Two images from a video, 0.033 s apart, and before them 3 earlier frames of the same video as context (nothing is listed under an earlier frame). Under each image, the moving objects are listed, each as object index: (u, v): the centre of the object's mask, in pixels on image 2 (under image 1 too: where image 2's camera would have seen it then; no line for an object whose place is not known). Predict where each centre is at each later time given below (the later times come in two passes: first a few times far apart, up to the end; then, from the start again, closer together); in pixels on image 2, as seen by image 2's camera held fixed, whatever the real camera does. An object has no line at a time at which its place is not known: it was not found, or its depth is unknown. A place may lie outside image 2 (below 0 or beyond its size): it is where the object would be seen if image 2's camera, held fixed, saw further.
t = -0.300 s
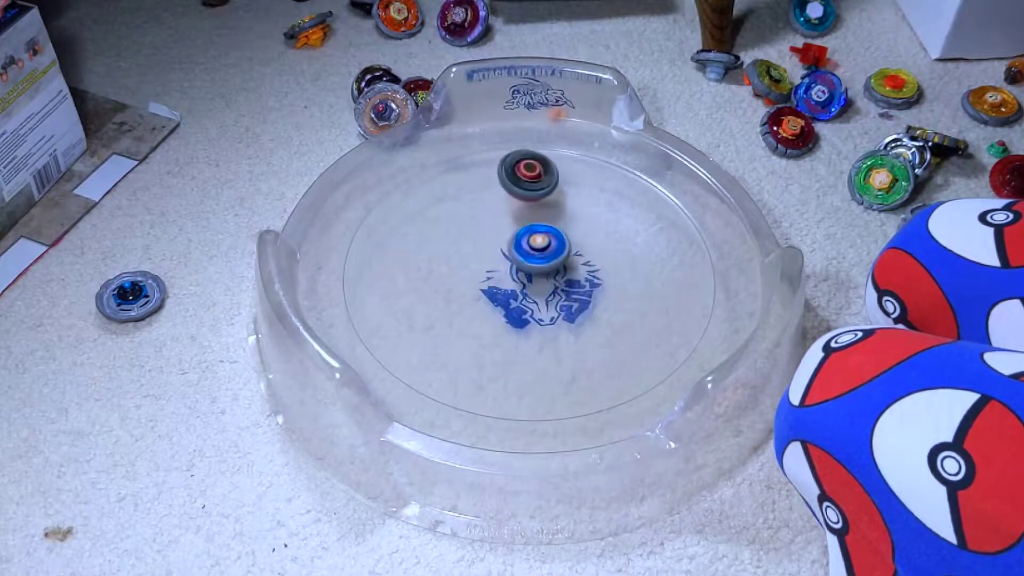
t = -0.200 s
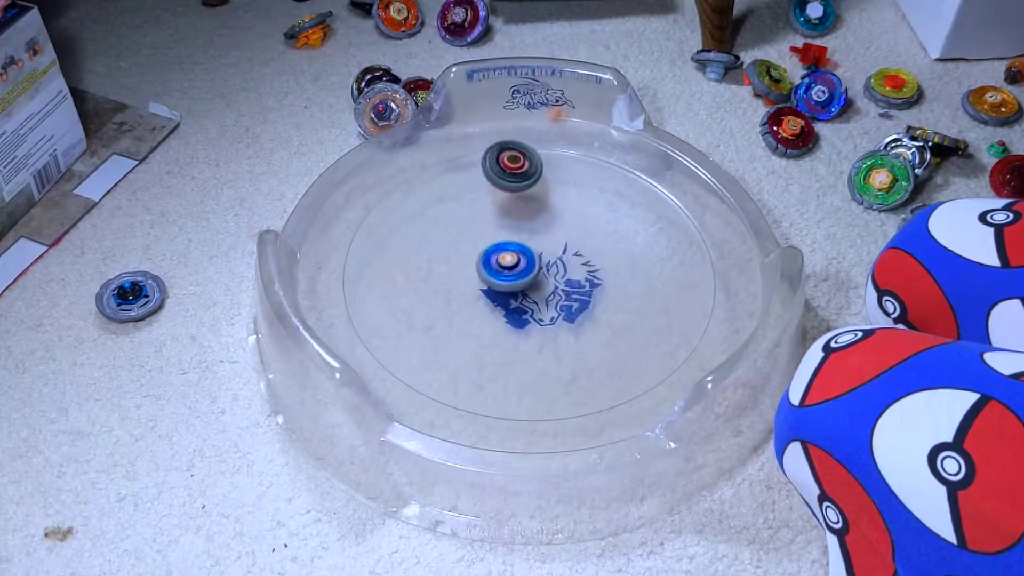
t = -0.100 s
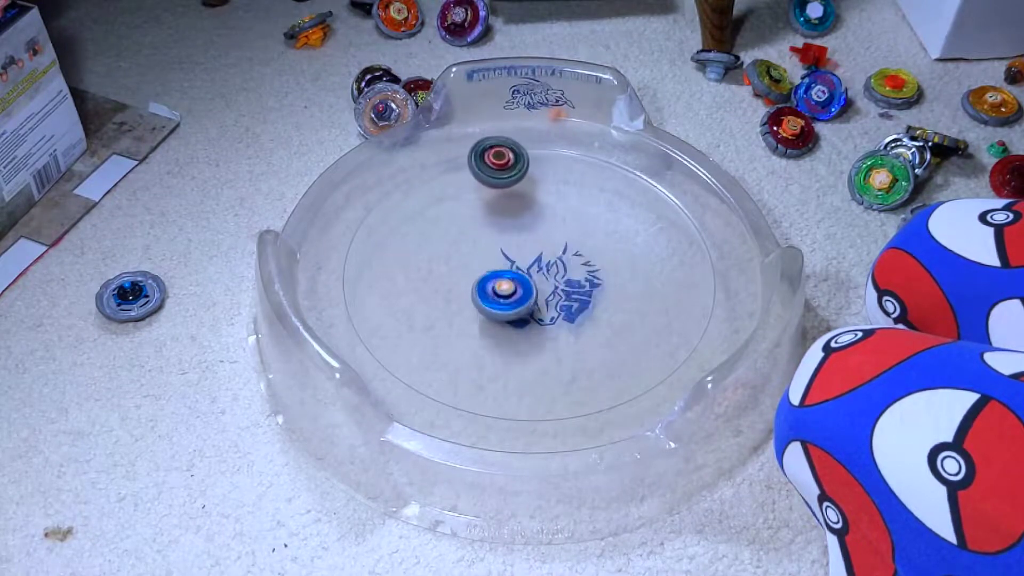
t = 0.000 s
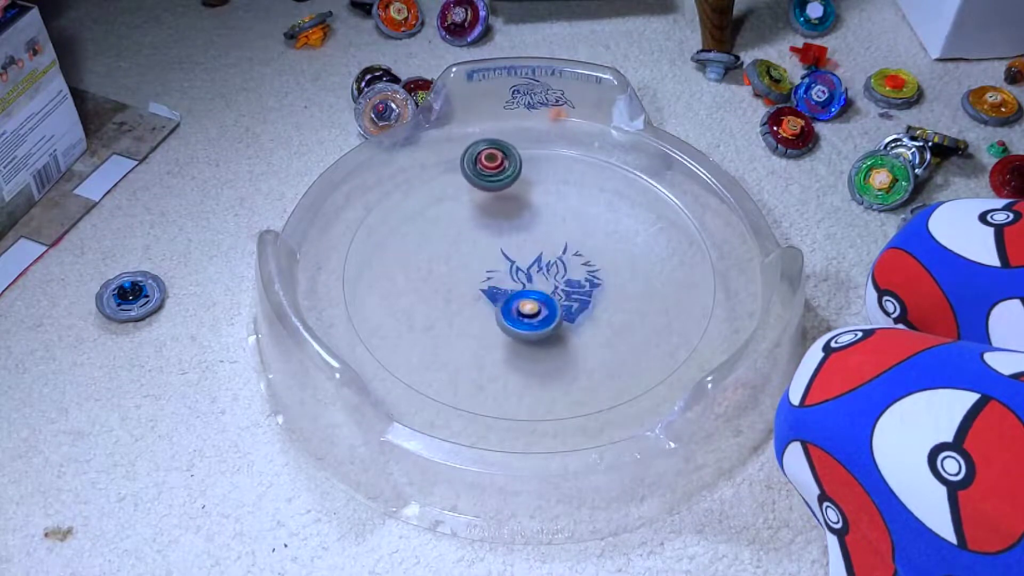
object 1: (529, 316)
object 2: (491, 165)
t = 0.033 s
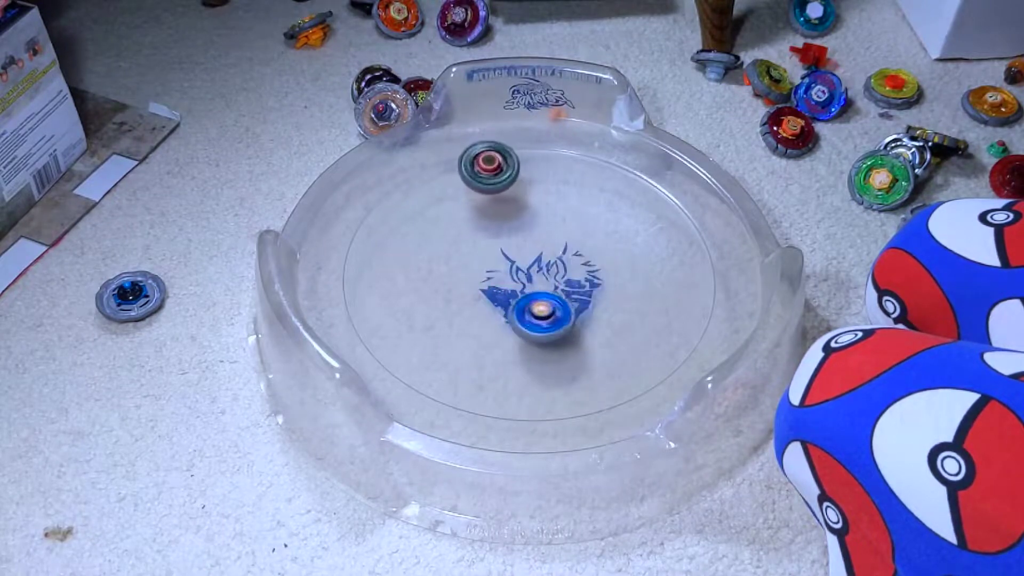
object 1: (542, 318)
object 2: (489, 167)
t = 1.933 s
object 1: (498, 242)
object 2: (637, 300)
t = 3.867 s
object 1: (497, 280)
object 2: (434, 295)
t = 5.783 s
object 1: (522, 296)
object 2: (551, 227)
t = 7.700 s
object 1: (546, 267)
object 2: (504, 330)
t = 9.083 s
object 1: (518, 271)
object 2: (596, 318)
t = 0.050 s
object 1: (548, 318)
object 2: (488, 169)
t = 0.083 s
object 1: (561, 314)
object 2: (486, 172)
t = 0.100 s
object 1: (566, 311)
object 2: (485, 174)
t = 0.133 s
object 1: (575, 305)
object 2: (483, 179)
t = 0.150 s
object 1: (578, 300)
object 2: (482, 182)
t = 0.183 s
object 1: (579, 291)
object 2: (481, 188)
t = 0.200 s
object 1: (579, 286)
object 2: (480, 191)
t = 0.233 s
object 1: (576, 276)
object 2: (480, 198)
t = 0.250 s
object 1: (573, 272)
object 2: (480, 201)
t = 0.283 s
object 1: (563, 264)
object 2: (480, 208)
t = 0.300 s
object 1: (558, 261)
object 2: (480, 211)
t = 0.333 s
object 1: (547, 256)
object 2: (481, 219)
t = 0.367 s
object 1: (535, 254)
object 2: (480, 225)
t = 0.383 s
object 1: (534, 255)
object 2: (473, 221)
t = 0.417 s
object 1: (530, 258)
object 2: (459, 220)
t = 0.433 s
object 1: (526, 259)
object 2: (454, 220)
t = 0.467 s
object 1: (515, 262)
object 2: (446, 222)
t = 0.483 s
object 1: (509, 264)
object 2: (443, 224)
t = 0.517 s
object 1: (499, 269)
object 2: (439, 230)
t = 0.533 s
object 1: (495, 272)
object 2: (438, 233)
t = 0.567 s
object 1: (490, 281)
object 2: (434, 239)
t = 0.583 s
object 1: (488, 284)
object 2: (433, 242)
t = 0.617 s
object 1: (487, 293)
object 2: (431, 247)
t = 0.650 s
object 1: (490, 301)
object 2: (430, 253)
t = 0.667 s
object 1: (494, 305)
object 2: (430, 256)
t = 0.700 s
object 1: (503, 311)
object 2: (430, 262)
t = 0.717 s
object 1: (509, 313)
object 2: (430, 265)
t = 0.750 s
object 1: (520, 314)
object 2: (431, 271)
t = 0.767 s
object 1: (525, 313)
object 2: (431, 274)
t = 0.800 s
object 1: (536, 310)
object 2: (433, 279)
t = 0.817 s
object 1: (541, 307)
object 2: (434, 282)
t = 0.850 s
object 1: (549, 300)
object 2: (437, 287)
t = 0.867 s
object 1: (552, 296)
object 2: (438, 290)
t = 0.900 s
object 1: (555, 287)
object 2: (442, 295)
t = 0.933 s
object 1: (554, 277)
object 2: (446, 300)
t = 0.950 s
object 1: (553, 272)
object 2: (448, 302)
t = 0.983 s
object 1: (548, 264)
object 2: (453, 307)
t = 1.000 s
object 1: (545, 260)
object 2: (455, 309)
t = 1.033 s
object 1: (536, 253)
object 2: (461, 313)
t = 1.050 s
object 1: (531, 250)
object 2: (464, 315)
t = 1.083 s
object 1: (520, 246)
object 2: (470, 318)
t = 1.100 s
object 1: (514, 245)
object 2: (473, 320)
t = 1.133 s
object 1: (502, 244)
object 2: (480, 323)
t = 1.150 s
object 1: (496, 245)
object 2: (484, 324)
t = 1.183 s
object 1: (486, 249)
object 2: (491, 326)
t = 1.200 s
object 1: (482, 251)
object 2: (495, 327)
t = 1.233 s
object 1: (475, 258)
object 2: (503, 328)
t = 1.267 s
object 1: (473, 265)
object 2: (511, 329)
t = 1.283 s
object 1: (473, 270)
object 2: (515, 329)
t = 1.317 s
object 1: (477, 279)
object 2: (522, 329)
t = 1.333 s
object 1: (480, 282)
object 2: (526, 329)
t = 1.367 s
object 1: (489, 288)
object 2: (533, 329)
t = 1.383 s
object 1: (494, 290)
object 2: (537, 329)
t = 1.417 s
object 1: (505, 291)
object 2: (547, 329)
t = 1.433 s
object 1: (510, 291)
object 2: (553, 333)
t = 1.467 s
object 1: (521, 290)
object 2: (565, 333)
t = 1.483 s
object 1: (527, 289)
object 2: (569, 333)
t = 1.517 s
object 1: (538, 284)
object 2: (578, 332)
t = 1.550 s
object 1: (548, 279)
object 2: (586, 331)
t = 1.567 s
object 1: (552, 274)
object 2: (590, 330)
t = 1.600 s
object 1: (557, 265)
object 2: (597, 329)
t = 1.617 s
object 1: (559, 260)
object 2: (600, 328)
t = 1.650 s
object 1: (559, 252)
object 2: (607, 326)
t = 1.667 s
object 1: (558, 247)
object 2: (610, 326)
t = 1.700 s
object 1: (556, 238)
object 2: (616, 323)
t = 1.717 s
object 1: (553, 235)
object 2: (618, 322)
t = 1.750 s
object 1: (546, 229)
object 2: (623, 319)
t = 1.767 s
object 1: (542, 226)
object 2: (625, 318)
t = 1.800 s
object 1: (532, 225)
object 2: (629, 315)
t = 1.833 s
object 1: (521, 225)
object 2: (632, 311)
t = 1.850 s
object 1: (516, 226)
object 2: (633, 309)
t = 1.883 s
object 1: (507, 231)
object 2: (635, 306)
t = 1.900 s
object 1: (503, 234)
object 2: (636, 304)
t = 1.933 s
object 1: (498, 242)
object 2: (637, 300)
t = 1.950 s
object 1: (497, 246)
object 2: (636, 298)
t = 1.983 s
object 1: (497, 257)
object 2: (636, 293)
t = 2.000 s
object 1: (498, 261)
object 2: (635, 291)
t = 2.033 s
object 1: (505, 270)
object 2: (633, 287)
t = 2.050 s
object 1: (509, 274)
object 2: (632, 285)
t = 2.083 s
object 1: (520, 281)
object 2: (629, 281)
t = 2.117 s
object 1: (532, 285)
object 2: (625, 277)
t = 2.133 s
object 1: (539, 286)
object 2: (623, 275)
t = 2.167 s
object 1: (552, 287)
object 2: (619, 271)
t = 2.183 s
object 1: (556, 287)
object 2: (619, 268)
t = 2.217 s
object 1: (555, 285)
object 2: (640, 258)
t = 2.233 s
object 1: (555, 283)
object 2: (649, 257)
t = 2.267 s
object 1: (557, 278)
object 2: (662, 249)
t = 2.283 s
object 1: (558, 276)
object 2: (666, 246)
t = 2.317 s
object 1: (561, 270)
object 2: (669, 238)
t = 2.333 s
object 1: (563, 267)
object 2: (669, 235)
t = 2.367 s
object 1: (562, 261)
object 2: (670, 229)
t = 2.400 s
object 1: (559, 256)
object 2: (669, 225)
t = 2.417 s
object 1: (556, 254)
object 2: (669, 222)
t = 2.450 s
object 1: (548, 251)
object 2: (668, 218)
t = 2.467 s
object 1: (544, 250)
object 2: (668, 216)
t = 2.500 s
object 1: (535, 250)
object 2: (666, 212)
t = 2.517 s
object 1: (531, 252)
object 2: (665, 210)
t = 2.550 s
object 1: (525, 255)
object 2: (663, 207)
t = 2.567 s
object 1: (522, 257)
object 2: (662, 205)
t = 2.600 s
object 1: (517, 263)
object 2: (659, 203)
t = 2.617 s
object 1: (516, 266)
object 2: (657, 201)
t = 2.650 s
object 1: (516, 273)
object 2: (653, 199)
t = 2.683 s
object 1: (519, 280)
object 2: (648, 198)
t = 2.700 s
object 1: (522, 283)
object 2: (646, 197)
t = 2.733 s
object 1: (530, 288)
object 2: (640, 196)
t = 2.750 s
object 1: (535, 289)
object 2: (637, 196)
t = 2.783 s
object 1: (544, 291)
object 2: (630, 195)
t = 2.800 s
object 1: (549, 291)
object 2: (627, 196)
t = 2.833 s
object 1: (557, 288)
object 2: (620, 196)
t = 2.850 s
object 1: (560, 286)
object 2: (616, 196)
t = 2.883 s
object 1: (564, 281)
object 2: (609, 197)
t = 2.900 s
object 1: (566, 278)
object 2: (604, 197)
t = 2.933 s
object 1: (567, 272)
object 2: (596, 198)
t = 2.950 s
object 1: (565, 269)
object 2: (592, 199)
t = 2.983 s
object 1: (561, 263)
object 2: (582, 201)
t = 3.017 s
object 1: (554, 260)
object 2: (572, 203)
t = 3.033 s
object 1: (550, 259)
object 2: (567, 204)
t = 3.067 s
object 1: (543, 258)
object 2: (556, 207)
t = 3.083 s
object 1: (538, 258)
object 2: (550, 208)
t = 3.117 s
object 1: (528, 262)
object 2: (539, 211)
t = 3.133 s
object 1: (525, 264)
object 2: (533, 213)
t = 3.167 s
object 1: (518, 269)
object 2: (521, 217)
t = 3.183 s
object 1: (516, 273)
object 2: (516, 219)
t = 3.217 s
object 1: (514, 280)
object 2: (504, 223)
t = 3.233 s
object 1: (515, 283)
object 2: (499, 225)
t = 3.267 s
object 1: (517, 291)
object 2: (488, 230)
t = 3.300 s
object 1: (522, 297)
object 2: (479, 234)
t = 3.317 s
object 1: (526, 299)
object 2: (474, 237)
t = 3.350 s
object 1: (534, 302)
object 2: (466, 242)
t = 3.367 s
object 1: (538, 303)
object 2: (462, 244)
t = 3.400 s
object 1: (546, 302)
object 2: (455, 248)
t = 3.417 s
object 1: (550, 301)
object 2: (451, 250)
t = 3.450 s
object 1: (556, 298)
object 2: (446, 255)
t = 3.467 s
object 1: (560, 295)
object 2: (443, 257)
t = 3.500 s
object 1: (562, 290)
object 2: (439, 261)
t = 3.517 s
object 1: (563, 286)
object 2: (438, 262)
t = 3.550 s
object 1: (562, 279)
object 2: (434, 266)
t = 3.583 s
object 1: (557, 273)
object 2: (432, 269)
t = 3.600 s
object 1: (554, 270)
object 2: (431, 271)
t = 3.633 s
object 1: (546, 265)
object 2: (429, 274)
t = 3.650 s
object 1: (542, 264)
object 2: (428, 276)
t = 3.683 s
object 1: (532, 262)
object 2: (426, 279)
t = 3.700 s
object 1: (527, 261)
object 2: (426, 280)
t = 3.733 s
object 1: (518, 262)
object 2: (426, 284)
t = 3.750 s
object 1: (513, 263)
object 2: (427, 285)
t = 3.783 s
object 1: (504, 265)
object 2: (428, 288)
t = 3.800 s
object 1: (501, 268)
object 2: (429, 289)
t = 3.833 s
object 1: (498, 274)
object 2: (431, 293)
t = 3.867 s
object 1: (497, 280)
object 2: (434, 295)
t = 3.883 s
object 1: (498, 283)
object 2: (436, 296)
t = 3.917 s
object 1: (504, 287)
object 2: (431, 300)
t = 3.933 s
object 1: (509, 289)
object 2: (430, 301)
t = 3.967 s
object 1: (516, 292)
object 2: (432, 304)
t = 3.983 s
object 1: (520, 292)
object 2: (434, 305)
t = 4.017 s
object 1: (530, 292)
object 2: (437, 308)
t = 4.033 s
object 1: (535, 291)
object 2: (439, 309)
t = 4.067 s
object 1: (544, 287)
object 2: (444, 311)
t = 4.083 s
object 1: (548, 284)
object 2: (446, 312)
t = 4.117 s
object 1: (552, 278)
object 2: (452, 313)
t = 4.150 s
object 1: (554, 270)
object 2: (458, 314)
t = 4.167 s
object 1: (554, 267)
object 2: (461, 315)
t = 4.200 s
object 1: (552, 260)
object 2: (467, 316)
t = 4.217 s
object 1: (550, 257)
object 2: (470, 316)
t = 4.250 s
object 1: (545, 252)
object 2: (477, 317)
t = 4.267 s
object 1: (540, 249)
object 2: (480, 317)
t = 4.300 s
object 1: (532, 246)
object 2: (487, 316)
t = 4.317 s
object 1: (528, 246)
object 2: (491, 315)
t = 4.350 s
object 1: (519, 247)
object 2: (499, 315)
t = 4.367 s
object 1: (515, 248)
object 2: (504, 315)
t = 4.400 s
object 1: (508, 252)
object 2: (511, 314)
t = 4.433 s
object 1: (502, 256)
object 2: (519, 313)
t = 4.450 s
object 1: (500, 259)
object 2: (522, 312)
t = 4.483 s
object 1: (499, 265)
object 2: (531, 311)
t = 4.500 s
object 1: (500, 270)
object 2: (535, 310)
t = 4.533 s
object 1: (504, 272)
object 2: (547, 314)
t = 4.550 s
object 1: (505, 273)
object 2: (555, 317)
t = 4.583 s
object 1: (510, 275)
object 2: (574, 319)
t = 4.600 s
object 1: (513, 275)
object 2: (584, 319)
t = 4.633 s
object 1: (520, 277)
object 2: (602, 317)
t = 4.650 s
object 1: (523, 277)
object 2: (610, 316)
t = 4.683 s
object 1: (530, 275)
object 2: (623, 312)
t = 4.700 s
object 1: (534, 274)
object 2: (629, 311)
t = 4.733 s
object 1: (539, 271)
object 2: (638, 308)
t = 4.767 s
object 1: (543, 267)
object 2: (646, 306)
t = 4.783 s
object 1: (545, 266)
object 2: (650, 304)
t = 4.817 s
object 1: (547, 261)
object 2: (655, 301)
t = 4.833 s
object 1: (547, 259)
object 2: (657, 300)
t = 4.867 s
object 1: (546, 255)
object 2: (662, 298)
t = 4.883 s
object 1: (545, 253)
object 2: (664, 296)
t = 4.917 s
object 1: (542, 250)
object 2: (667, 294)
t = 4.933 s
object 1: (540, 249)
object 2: (669, 293)
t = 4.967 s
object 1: (536, 248)
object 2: (672, 291)
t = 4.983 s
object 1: (534, 248)
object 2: (672, 290)
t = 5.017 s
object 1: (528, 248)
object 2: (673, 289)
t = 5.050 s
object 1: (525, 251)
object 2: (673, 288)
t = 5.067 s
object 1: (523, 253)
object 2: (672, 287)
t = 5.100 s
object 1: (521, 257)
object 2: (671, 285)
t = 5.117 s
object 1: (521, 260)
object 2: (670, 285)
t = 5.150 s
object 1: (521, 265)
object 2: (667, 282)
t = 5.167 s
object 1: (523, 268)
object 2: (665, 282)
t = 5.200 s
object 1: (527, 273)
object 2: (661, 279)
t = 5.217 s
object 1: (528, 274)
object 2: (659, 278)
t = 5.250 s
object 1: (535, 278)
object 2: (653, 276)
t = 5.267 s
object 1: (538, 279)
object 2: (651, 275)
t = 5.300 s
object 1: (544, 280)
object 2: (645, 273)
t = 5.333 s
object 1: (552, 280)
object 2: (639, 271)
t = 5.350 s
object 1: (556, 279)
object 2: (636, 270)
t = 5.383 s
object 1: (560, 276)
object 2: (628, 267)
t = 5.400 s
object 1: (559, 275)
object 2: (628, 265)
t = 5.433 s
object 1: (554, 273)
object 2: (625, 263)
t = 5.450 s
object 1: (552, 272)
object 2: (622, 261)
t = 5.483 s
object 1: (546, 271)
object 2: (616, 258)
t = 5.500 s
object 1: (543, 272)
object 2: (613, 257)
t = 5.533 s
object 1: (536, 273)
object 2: (606, 254)
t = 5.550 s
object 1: (533, 273)
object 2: (603, 252)
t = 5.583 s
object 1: (526, 276)
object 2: (596, 249)
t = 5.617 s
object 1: (522, 279)
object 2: (589, 245)
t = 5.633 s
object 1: (520, 281)
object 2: (585, 244)
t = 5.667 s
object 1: (518, 285)
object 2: (577, 240)
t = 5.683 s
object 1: (518, 287)
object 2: (574, 238)
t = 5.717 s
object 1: (518, 291)
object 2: (566, 234)
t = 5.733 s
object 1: (519, 292)
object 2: (562, 232)
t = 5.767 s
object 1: (520, 295)
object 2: (554, 229)
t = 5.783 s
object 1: (522, 296)
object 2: (551, 227)
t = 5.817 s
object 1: (527, 297)
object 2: (544, 224)
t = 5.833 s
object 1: (529, 297)
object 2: (540, 223)
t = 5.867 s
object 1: (533, 296)
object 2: (534, 220)
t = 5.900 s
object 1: (537, 293)
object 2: (528, 217)
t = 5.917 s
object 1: (539, 291)
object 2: (525, 216)
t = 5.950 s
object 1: (541, 287)
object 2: (519, 214)
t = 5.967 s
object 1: (542, 284)
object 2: (517, 213)
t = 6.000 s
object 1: (540, 279)
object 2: (512, 211)
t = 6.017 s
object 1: (538, 276)
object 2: (509, 210)
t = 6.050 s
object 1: (534, 272)
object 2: (505, 209)
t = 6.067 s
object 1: (531, 270)
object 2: (502, 208)
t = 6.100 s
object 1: (525, 267)
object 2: (498, 207)
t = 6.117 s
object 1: (521, 266)
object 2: (496, 206)
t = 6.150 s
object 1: (514, 265)
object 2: (492, 206)
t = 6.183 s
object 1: (508, 264)
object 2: (488, 206)
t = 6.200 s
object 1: (505, 264)
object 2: (487, 206)
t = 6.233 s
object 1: (501, 267)
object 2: (484, 206)
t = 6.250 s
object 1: (499, 268)
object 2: (483, 207)
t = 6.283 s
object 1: (499, 272)
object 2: (481, 209)
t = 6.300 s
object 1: (499, 273)
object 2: (480, 210)
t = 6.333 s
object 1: (501, 277)
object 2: (479, 212)
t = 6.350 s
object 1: (503, 279)
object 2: (478, 213)
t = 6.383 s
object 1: (507, 281)
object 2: (477, 216)
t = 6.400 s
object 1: (510, 281)
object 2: (477, 218)
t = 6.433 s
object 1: (517, 282)
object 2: (477, 222)
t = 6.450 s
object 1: (520, 281)
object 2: (477, 224)
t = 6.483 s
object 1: (526, 279)
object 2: (477, 228)
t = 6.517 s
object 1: (532, 274)
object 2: (478, 232)
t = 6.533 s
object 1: (534, 273)
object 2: (478, 235)
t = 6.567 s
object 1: (537, 268)
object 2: (478, 238)
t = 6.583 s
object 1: (538, 267)
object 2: (478, 240)
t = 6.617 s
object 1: (542, 263)
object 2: (479, 244)
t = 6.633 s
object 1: (543, 262)
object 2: (479, 246)
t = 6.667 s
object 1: (546, 258)
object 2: (479, 250)
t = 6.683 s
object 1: (547, 256)
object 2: (480, 253)
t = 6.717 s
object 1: (546, 252)
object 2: (481, 257)
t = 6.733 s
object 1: (546, 250)
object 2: (481, 259)
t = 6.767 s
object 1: (544, 248)
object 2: (483, 263)
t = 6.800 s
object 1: (541, 246)
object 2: (483, 267)
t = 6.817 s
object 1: (540, 247)
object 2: (483, 269)
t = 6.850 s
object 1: (538, 246)
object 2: (484, 274)
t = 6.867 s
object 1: (537, 247)
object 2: (485, 276)
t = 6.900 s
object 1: (534, 248)
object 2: (485, 280)
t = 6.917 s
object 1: (533, 249)
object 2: (486, 283)
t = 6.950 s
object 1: (532, 252)
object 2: (487, 286)
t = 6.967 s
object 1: (532, 253)
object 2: (485, 289)
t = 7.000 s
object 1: (533, 258)
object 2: (485, 294)
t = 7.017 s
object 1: (535, 260)
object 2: (485, 297)
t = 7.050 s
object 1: (537, 263)
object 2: (485, 301)
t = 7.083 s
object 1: (540, 266)
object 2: (485, 304)
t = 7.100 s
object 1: (542, 267)
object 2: (485, 306)
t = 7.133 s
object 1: (547, 270)
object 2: (485, 310)
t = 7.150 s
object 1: (549, 270)
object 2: (485, 312)
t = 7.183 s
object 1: (555, 271)
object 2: (485, 314)
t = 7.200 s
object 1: (557, 271)
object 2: (485, 316)
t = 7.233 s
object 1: (561, 271)
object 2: (485, 318)
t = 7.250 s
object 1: (563, 270)
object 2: (486, 320)
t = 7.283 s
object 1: (566, 270)
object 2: (487, 322)
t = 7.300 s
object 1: (567, 269)
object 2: (487, 323)
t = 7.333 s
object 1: (568, 268)
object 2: (489, 325)
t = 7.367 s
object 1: (569, 267)
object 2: (490, 326)
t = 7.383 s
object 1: (568, 267)
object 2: (491, 326)
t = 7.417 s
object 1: (568, 266)
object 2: (492, 326)
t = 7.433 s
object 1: (566, 266)
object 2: (493, 326)
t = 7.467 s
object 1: (564, 265)
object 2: (495, 326)
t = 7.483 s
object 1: (562, 265)
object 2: (496, 326)
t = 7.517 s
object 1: (559, 265)
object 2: (499, 325)
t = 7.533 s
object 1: (556, 266)
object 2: (500, 325)
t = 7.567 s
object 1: (552, 267)
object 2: (504, 324)
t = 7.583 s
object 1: (549, 268)
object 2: (506, 323)
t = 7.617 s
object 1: (544, 272)
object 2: (510, 321)
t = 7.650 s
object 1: (541, 274)
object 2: (514, 319)
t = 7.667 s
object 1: (540, 274)
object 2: (516, 319)
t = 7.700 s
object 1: (546, 267)
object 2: (504, 330)
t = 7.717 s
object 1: (551, 263)
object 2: (496, 337)
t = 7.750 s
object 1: (557, 257)
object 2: (483, 346)
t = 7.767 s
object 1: (559, 254)
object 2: (479, 349)
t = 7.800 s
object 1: (561, 250)
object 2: (476, 351)
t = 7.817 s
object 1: (561, 247)
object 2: (476, 351)
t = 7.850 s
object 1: (561, 241)
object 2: (479, 353)
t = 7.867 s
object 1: (561, 239)
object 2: (480, 354)
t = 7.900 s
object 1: (558, 234)
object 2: (482, 356)
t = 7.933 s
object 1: (554, 231)
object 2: (485, 357)
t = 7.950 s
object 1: (551, 230)
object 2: (486, 357)
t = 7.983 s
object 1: (545, 229)
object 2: (488, 356)
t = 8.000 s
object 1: (542, 229)
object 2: (489, 356)
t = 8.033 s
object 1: (537, 231)
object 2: (493, 355)
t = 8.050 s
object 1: (535, 233)
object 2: (494, 354)
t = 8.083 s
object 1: (530, 237)
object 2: (498, 353)
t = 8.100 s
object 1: (528, 239)
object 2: (500, 351)
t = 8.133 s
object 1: (524, 244)
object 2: (503, 349)
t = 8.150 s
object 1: (524, 246)
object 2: (505, 348)
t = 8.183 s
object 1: (523, 252)
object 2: (509, 346)
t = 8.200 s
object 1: (523, 255)
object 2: (511, 344)
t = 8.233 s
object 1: (523, 262)
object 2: (516, 341)
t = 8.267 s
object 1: (525, 267)
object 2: (521, 337)
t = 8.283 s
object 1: (526, 271)
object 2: (524, 334)
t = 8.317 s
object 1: (527, 275)
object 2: (531, 329)
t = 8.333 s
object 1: (529, 277)
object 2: (534, 326)
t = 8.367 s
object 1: (531, 277)
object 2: (540, 324)
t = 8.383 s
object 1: (531, 279)
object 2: (543, 327)
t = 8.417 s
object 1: (534, 282)
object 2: (547, 333)
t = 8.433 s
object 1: (536, 284)
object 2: (549, 334)
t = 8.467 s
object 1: (541, 287)
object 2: (553, 333)
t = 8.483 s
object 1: (544, 287)
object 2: (556, 335)
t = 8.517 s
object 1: (550, 282)
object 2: (560, 343)
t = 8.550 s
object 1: (556, 278)
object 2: (564, 346)
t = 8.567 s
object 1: (557, 276)
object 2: (566, 345)
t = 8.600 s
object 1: (560, 272)
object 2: (571, 346)
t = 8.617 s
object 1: (561, 270)
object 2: (573, 346)
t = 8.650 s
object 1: (563, 266)
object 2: (577, 346)
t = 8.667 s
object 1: (563, 264)
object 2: (578, 347)
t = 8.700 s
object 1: (563, 260)
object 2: (582, 347)
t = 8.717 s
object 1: (562, 258)
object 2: (584, 346)
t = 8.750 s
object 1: (559, 255)
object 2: (586, 346)
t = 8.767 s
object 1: (557, 254)
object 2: (587, 345)
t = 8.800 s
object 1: (551, 251)
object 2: (589, 344)
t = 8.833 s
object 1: (547, 251)
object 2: (591, 342)
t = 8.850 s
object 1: (544, 250)
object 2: (592, 341)
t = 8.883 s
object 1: (539, 251)
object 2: (593, 339)
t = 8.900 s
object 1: (536, 252)
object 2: (593, 337)
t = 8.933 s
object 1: (531, 255)
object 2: (594, 335)
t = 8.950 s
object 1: (529, 256)
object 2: (595, 334)
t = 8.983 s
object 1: (525, 260)
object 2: (595, 330)
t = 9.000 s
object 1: (523, 262)
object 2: (596, 329)
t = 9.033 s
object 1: (521, 265)
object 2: (596, 325)
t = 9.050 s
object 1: (520, 268)
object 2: (596, 323)
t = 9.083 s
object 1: (518, 271)
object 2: (596, 318)
